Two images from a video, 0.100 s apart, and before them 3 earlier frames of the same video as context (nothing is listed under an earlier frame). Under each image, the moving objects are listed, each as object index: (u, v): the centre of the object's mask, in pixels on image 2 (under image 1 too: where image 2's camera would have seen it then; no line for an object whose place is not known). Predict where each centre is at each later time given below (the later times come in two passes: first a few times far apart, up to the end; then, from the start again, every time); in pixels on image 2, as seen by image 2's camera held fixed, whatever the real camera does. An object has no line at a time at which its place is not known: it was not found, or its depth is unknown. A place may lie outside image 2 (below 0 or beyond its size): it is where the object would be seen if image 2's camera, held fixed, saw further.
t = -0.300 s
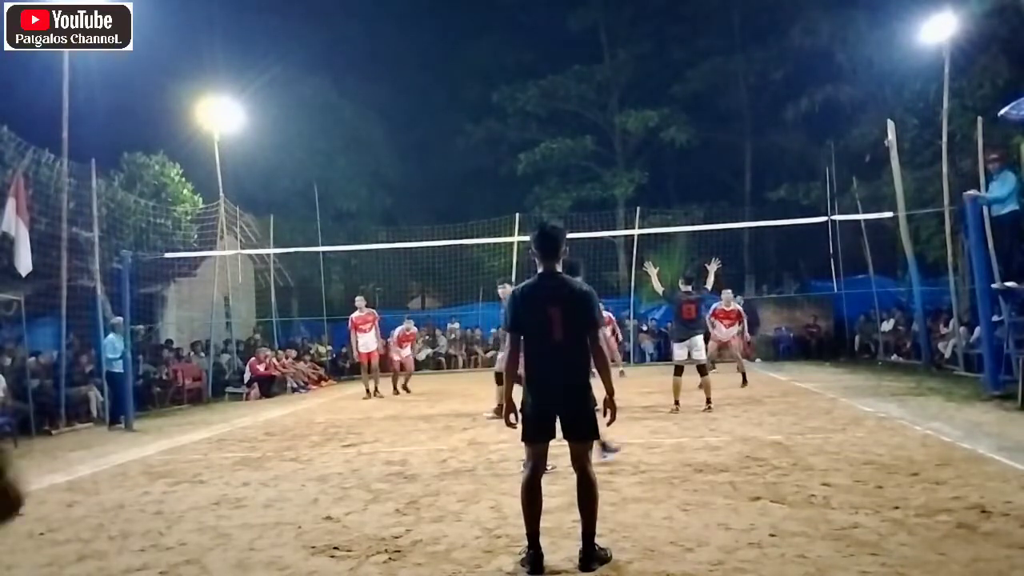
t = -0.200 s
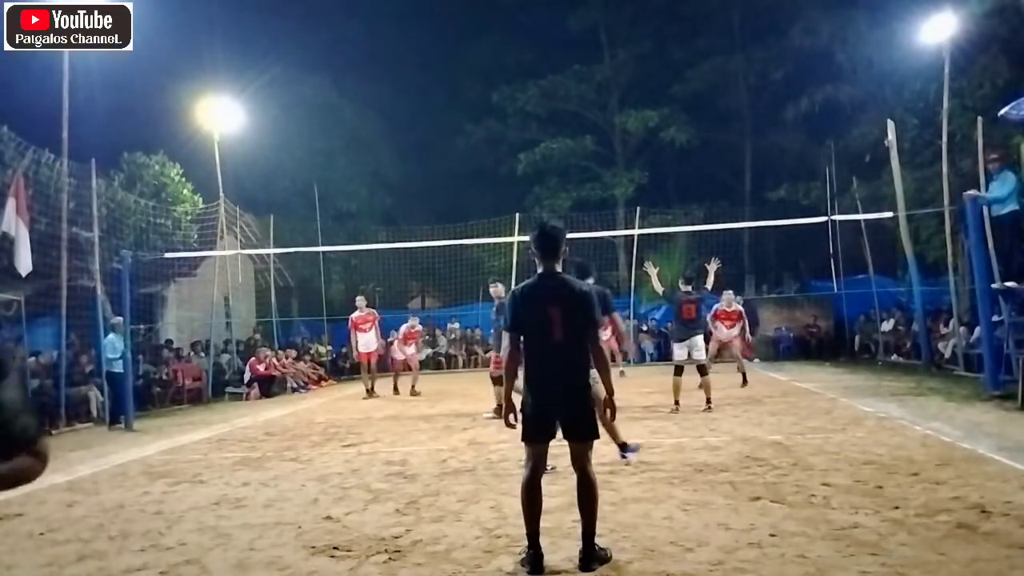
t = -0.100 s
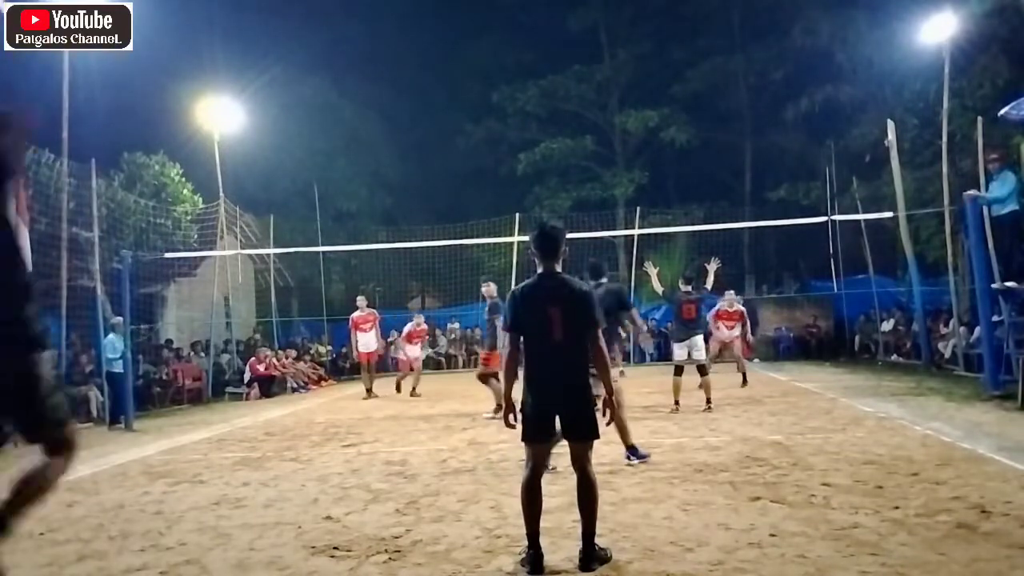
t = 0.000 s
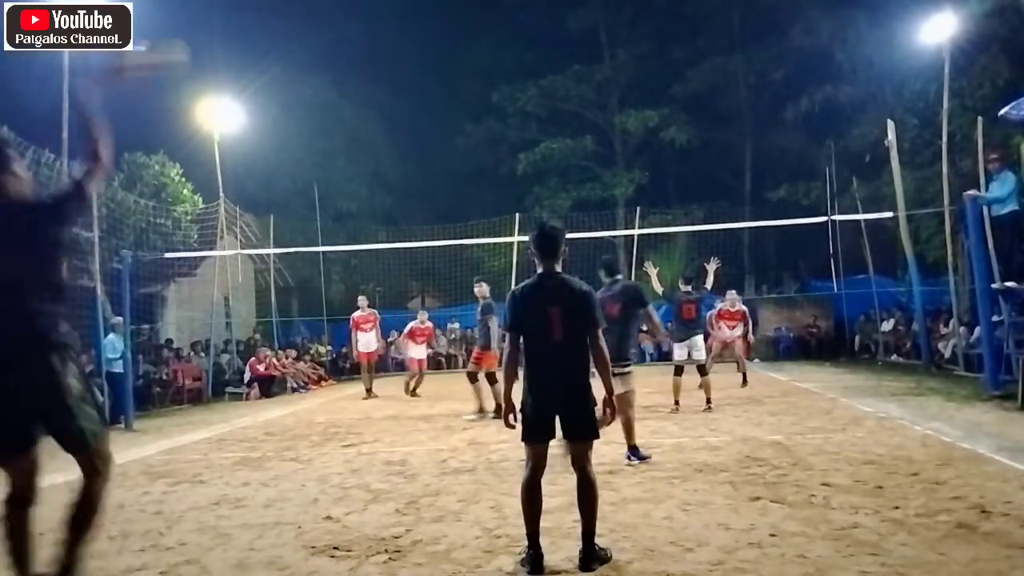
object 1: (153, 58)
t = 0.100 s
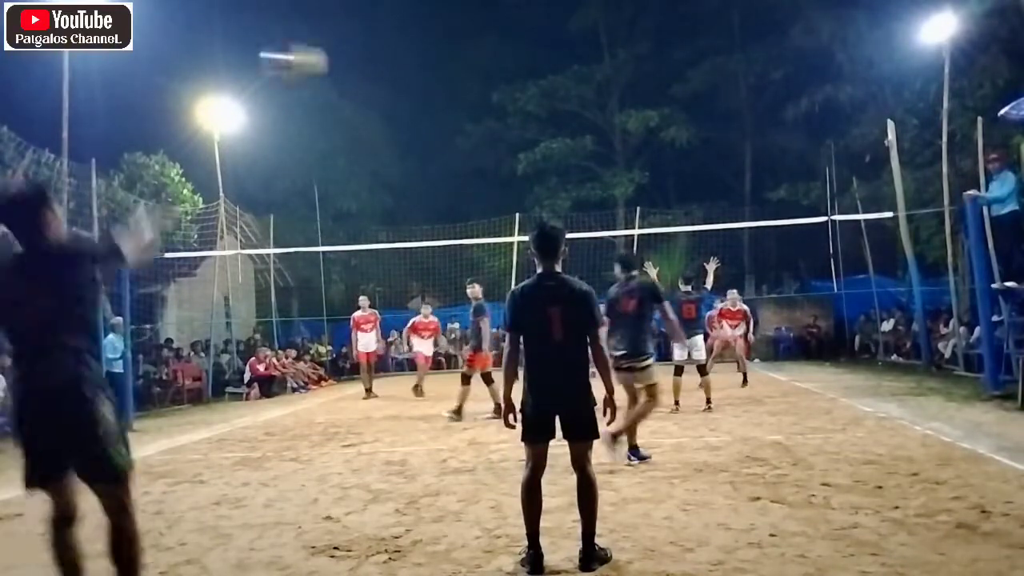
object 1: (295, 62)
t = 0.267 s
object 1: (419, 84)
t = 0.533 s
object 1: (509, 150)
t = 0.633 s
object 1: (529, 179)
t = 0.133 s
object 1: (328, 66)
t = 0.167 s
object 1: (357, 70)
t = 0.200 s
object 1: (381, 74)
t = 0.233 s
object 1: (401, 79)
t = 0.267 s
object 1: (419, 84)
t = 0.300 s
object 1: (435, 91)
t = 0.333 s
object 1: (449, 98)
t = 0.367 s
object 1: (461, 105)
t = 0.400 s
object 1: (473, 113)
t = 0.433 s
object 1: (483, 122)
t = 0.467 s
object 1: (492, 130)
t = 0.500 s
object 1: (501, 140)
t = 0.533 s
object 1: (509, 150)
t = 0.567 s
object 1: (515, 159)
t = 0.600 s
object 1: (522, 169)
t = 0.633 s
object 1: (529, 179)
